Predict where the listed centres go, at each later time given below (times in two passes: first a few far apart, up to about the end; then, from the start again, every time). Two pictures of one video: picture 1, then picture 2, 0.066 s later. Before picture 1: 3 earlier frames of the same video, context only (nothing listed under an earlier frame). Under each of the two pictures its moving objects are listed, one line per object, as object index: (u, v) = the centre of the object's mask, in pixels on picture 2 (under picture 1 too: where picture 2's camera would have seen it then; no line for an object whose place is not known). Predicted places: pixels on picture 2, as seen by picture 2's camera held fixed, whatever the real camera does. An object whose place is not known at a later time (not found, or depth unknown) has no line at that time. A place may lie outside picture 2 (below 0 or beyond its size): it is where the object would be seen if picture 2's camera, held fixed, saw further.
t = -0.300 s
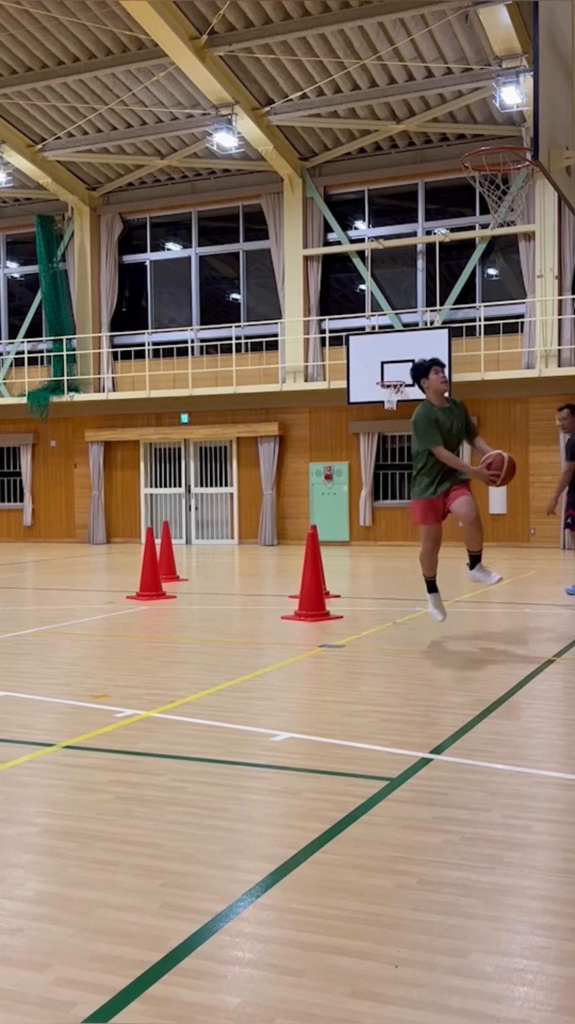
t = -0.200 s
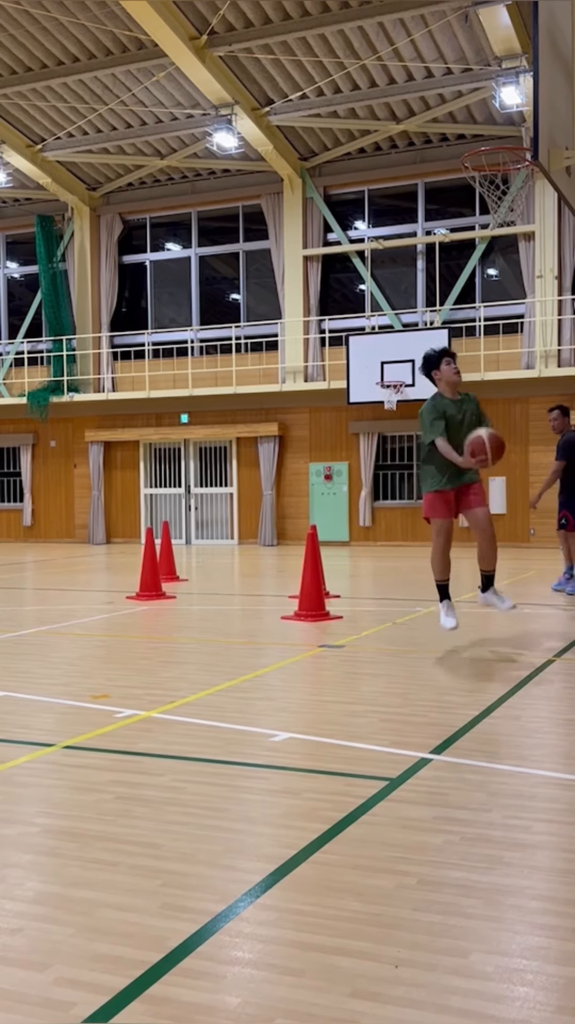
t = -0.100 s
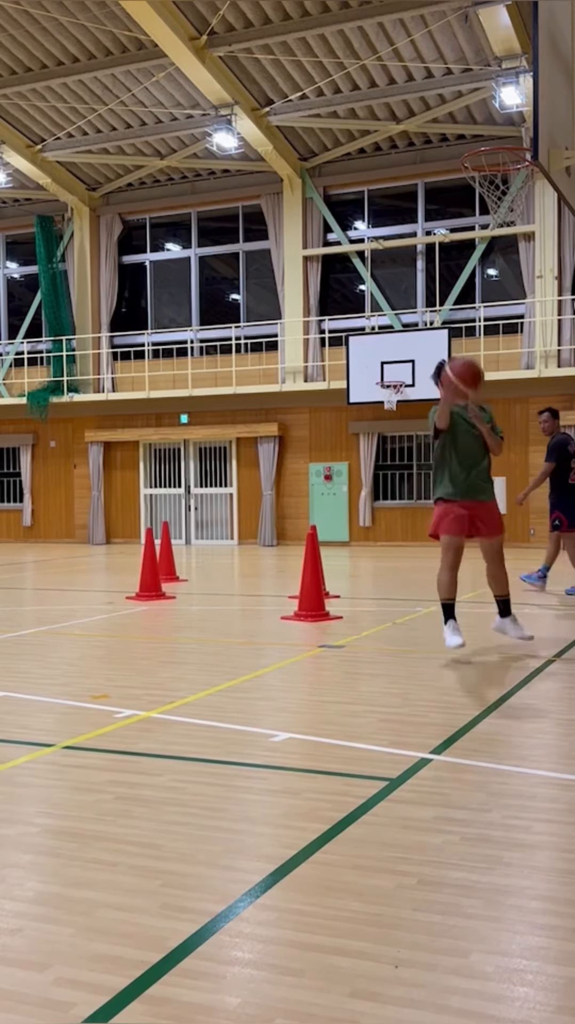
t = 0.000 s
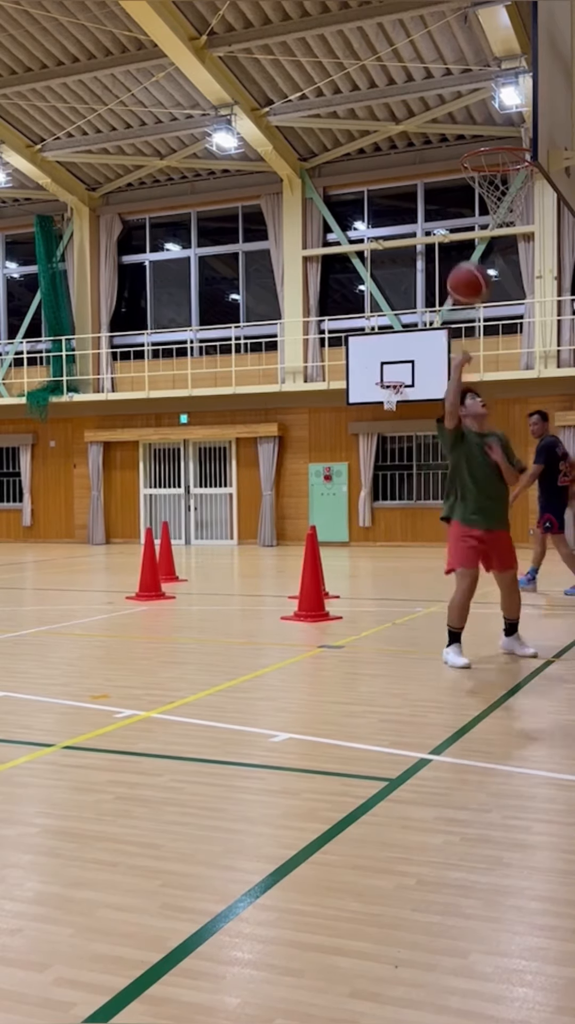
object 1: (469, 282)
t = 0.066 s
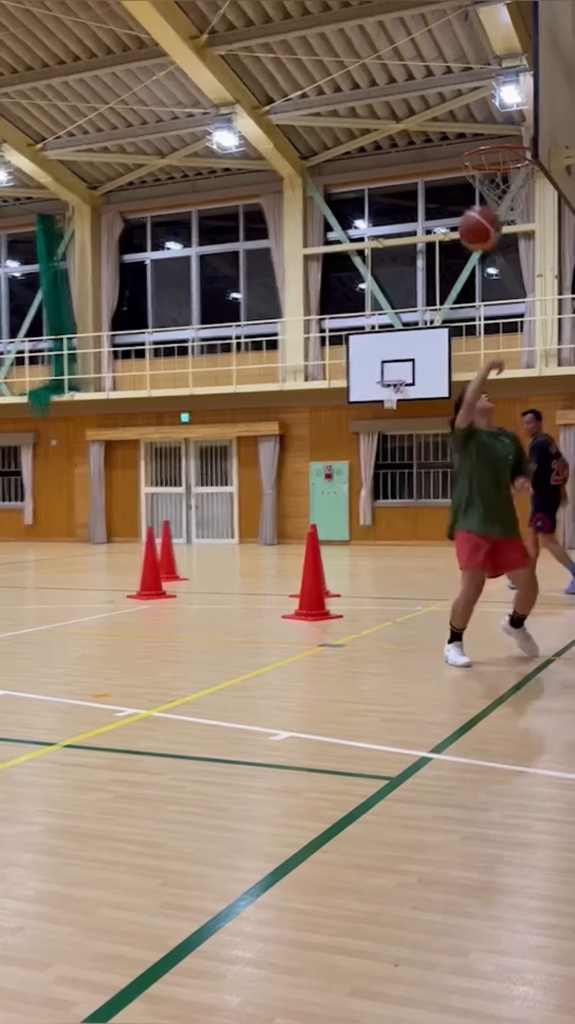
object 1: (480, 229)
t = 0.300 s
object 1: (514, 103)
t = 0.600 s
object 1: (515, 107)
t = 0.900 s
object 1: (497, 246)
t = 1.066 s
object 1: (482, 359)
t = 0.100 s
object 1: (485, 205)
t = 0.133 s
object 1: (490, 182)
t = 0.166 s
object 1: (497, 162)
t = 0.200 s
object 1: (499, 146)
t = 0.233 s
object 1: (506, 129)
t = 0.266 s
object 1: (511, 113)
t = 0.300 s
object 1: (514, 103)
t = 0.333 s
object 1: (517, 93)
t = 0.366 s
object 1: (521, 87)
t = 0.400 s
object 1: (524, 81)
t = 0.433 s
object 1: (523, 81)
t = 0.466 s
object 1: (521, 82)
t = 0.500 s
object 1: (520, 86)
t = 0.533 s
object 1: (518, 91)
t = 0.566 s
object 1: (516, 98)
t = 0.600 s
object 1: (515, 107)
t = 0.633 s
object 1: (514, 118)
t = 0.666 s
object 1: (513, 128)
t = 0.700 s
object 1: (512, 142)
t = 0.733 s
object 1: (508, 157)
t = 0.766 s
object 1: (506, 173)
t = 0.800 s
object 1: (504, 195)
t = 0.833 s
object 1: (502, 209)
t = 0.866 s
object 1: (499, 227)
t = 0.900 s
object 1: (497, 246)
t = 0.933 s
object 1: (494, 265)
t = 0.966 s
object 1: (489, 285)
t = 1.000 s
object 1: (487, 308)
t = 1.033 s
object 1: (484, 333)
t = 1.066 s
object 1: (482, 359)
